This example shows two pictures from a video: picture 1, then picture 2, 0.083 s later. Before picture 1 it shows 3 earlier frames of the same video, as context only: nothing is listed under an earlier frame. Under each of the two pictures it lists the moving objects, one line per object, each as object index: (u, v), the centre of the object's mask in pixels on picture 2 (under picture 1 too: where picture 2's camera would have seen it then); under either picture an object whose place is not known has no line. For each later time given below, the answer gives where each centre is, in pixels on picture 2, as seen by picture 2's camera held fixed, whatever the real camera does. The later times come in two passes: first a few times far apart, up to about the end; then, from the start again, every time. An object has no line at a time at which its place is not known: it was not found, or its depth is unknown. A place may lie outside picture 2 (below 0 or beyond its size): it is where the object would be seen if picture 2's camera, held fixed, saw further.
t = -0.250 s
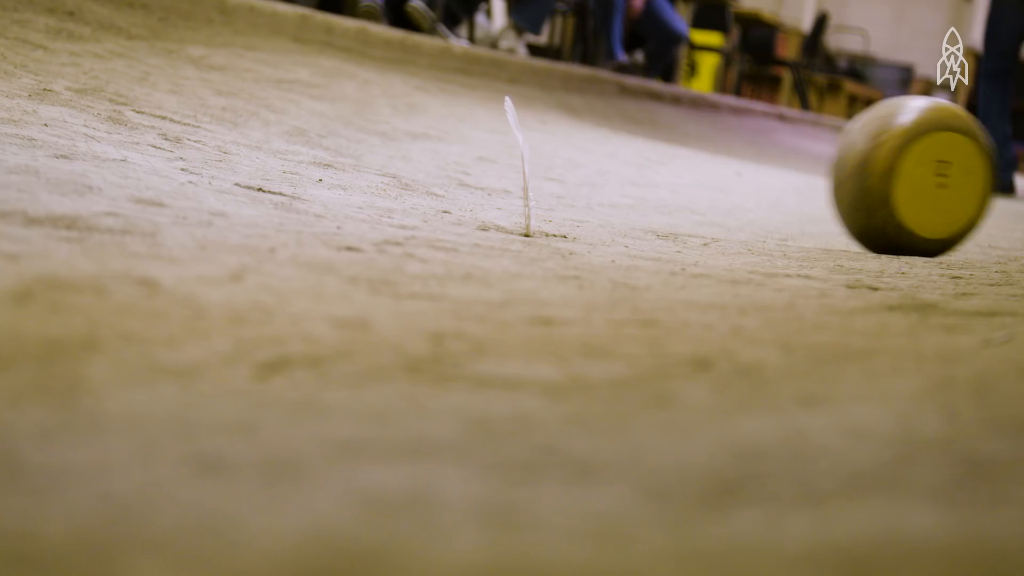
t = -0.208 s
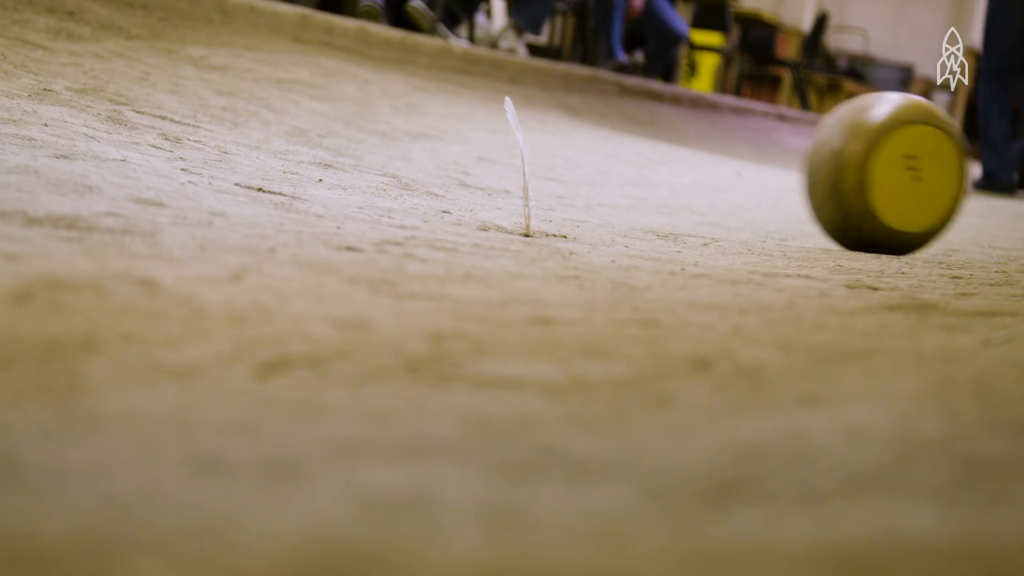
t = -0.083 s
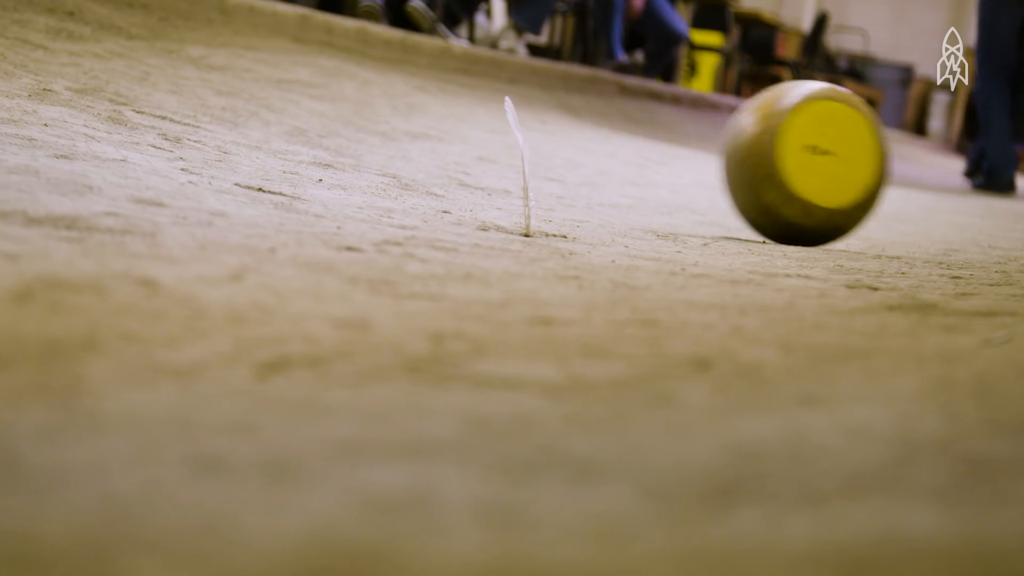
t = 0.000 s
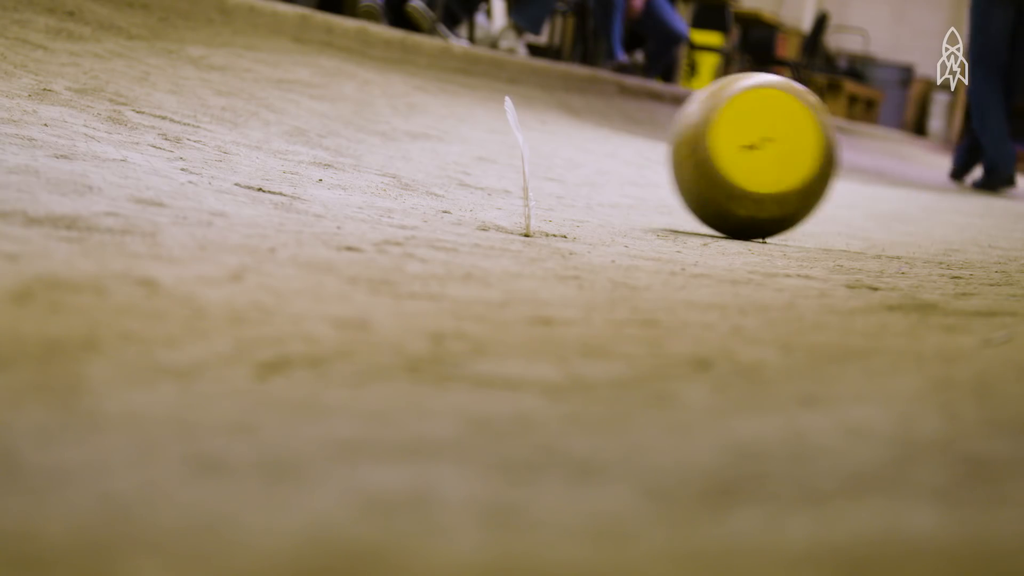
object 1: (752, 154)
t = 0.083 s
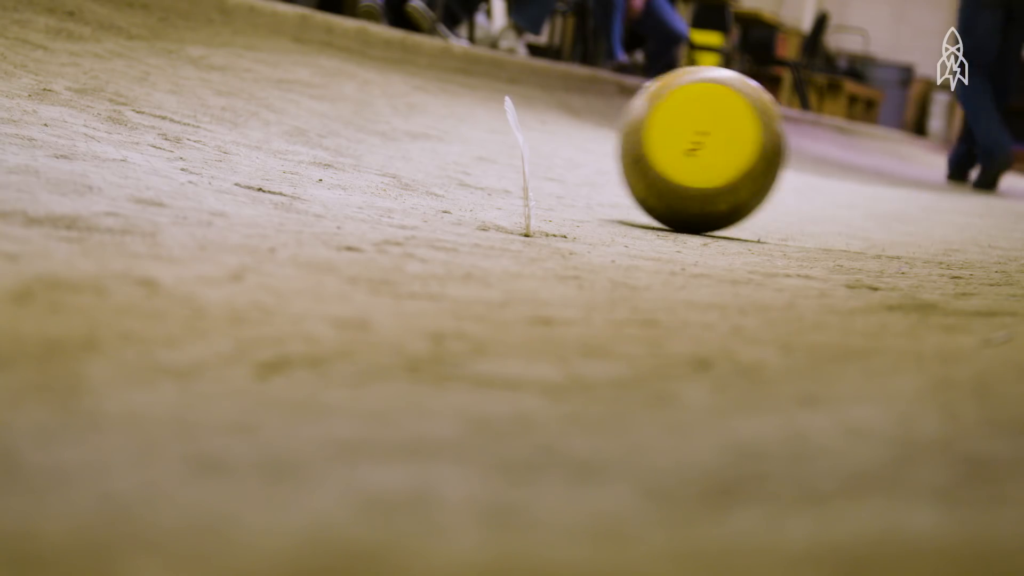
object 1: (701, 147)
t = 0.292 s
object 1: (587, 125)
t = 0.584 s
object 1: (450, 99)
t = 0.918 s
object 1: (379, 83)
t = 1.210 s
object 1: (395, 88)
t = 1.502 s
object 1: (468, 104)
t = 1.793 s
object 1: (589, 126)
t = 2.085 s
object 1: (715, 149)
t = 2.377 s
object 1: (840, 165)
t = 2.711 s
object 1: (953, 180)
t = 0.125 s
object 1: (676, 144)
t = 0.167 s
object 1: (651, 140)
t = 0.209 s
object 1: (628, 135)
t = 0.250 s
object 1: (605, 131)
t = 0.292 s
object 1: (587, 125)
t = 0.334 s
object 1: (562, 121)
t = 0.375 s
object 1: (540, 118)
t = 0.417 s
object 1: (519, 114)
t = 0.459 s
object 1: (499, 109)
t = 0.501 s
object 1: (481, 106)
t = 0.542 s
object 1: (464, 103)
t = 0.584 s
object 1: (450, 99)
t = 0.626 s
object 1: (436, 97)
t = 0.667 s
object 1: (424, 94)
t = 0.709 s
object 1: (413, 92)
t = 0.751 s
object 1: (403, 89)
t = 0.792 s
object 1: (395, 87)
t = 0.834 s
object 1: (388, 86)
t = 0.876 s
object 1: (383, 84)
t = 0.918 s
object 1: (379, 83)
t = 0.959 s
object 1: (377, 83)
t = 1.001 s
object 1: (377, 83)
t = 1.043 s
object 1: (378, 83)
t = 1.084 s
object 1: (380, 84)
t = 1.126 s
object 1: (384, 84)
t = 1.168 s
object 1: (389, 86)
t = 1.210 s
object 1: (395, 88)
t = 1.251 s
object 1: (403, 90)
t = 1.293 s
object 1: (412, 91)
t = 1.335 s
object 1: (421, 94)
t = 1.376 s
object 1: (431, 96)
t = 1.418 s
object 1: (443, 99)
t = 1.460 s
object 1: (455, 101)
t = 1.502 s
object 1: (468, 104)
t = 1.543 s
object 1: (483, 107)
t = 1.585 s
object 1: (498, 110)
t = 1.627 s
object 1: (516, 114)
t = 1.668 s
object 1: (532, 117)
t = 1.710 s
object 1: (550, 120)
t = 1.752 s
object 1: (568, 124)
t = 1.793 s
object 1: (589, 126)
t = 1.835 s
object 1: (602, 131)
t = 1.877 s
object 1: (620, 134)
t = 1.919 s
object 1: (638, 137)
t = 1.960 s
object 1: (657, 141)
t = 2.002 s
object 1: (676, 144)
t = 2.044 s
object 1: (696, 147)
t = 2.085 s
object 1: (715, 149)
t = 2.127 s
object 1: (733, 152)
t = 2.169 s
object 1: (752, 154)
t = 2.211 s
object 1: (770, 156)
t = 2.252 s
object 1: (789, 158)
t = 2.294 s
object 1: (806, 160)
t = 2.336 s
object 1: (822, 163)
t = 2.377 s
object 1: (840, 165)
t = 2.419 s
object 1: (856, 167)
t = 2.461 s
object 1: (871, 170)
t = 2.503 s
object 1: (887, 172)
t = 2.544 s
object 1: (902, 174)
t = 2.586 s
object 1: (916, 176)
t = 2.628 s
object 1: (930, 178)
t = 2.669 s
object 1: (943, 179)
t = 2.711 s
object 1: (953, 180)
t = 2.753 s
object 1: (960, 181)
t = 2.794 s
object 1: (967, 182)
